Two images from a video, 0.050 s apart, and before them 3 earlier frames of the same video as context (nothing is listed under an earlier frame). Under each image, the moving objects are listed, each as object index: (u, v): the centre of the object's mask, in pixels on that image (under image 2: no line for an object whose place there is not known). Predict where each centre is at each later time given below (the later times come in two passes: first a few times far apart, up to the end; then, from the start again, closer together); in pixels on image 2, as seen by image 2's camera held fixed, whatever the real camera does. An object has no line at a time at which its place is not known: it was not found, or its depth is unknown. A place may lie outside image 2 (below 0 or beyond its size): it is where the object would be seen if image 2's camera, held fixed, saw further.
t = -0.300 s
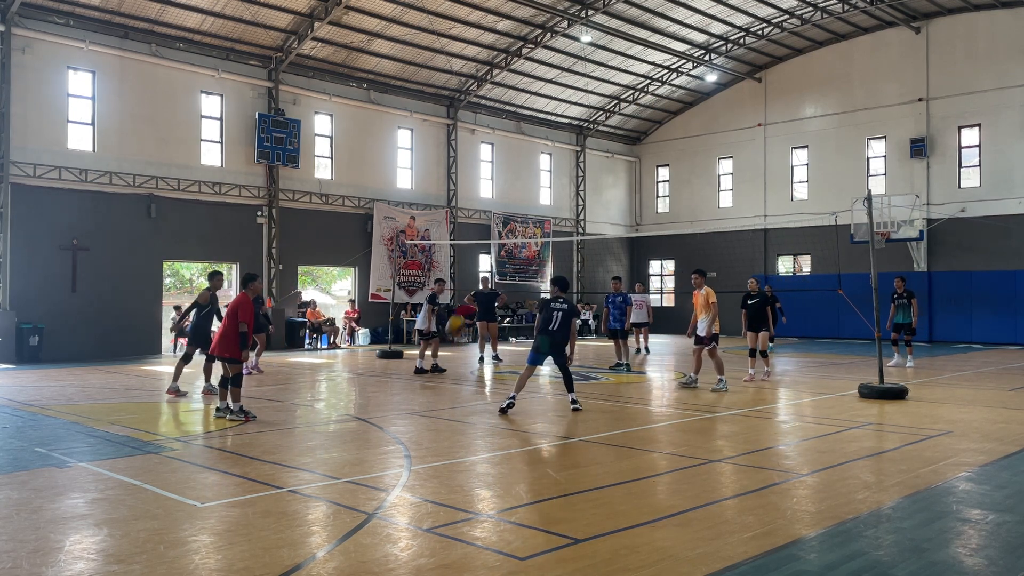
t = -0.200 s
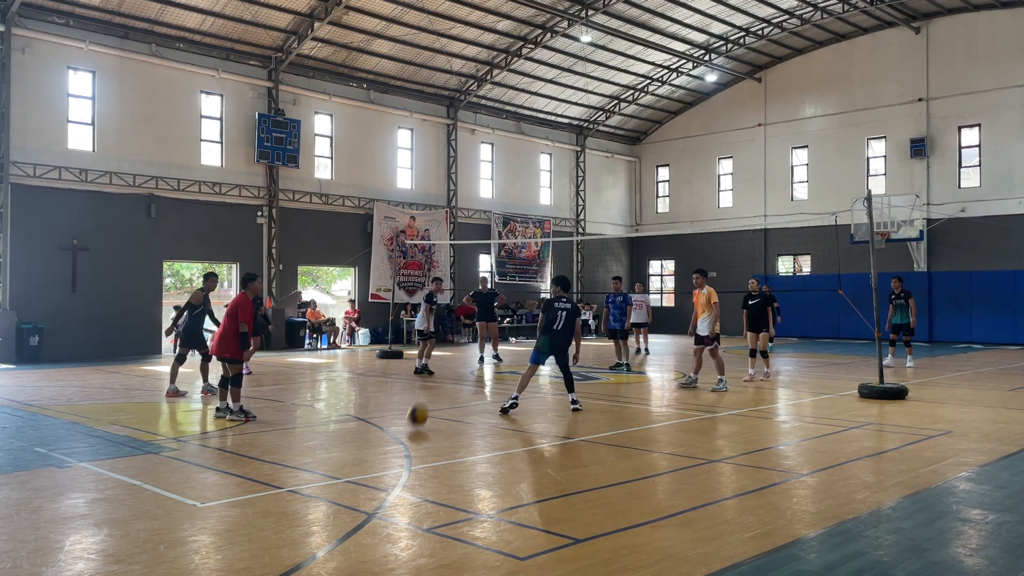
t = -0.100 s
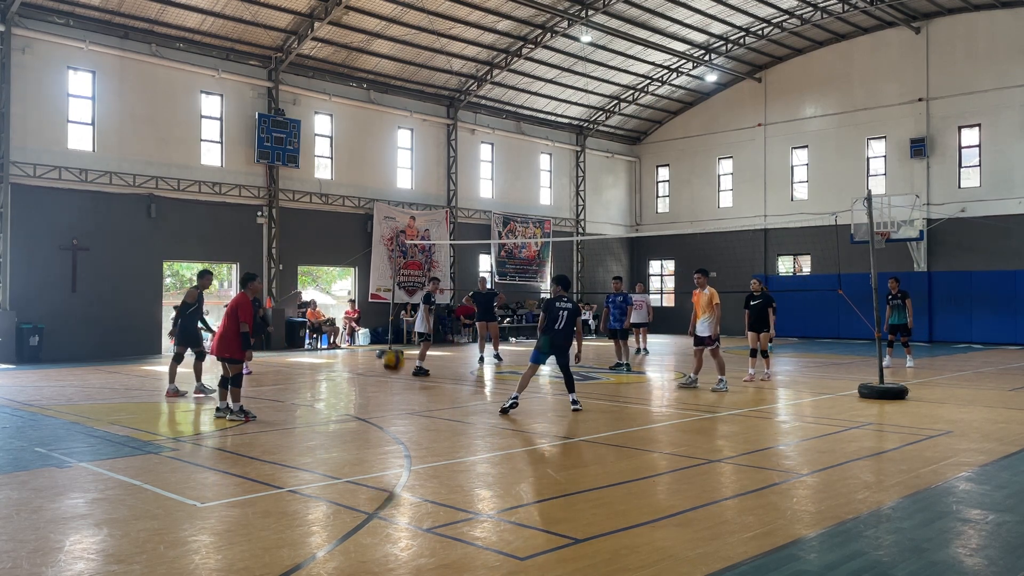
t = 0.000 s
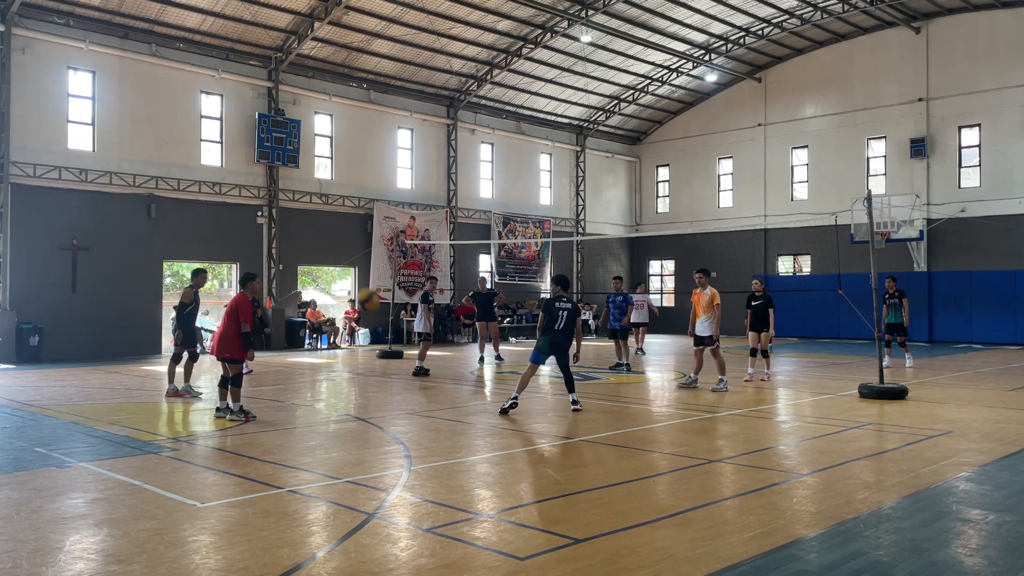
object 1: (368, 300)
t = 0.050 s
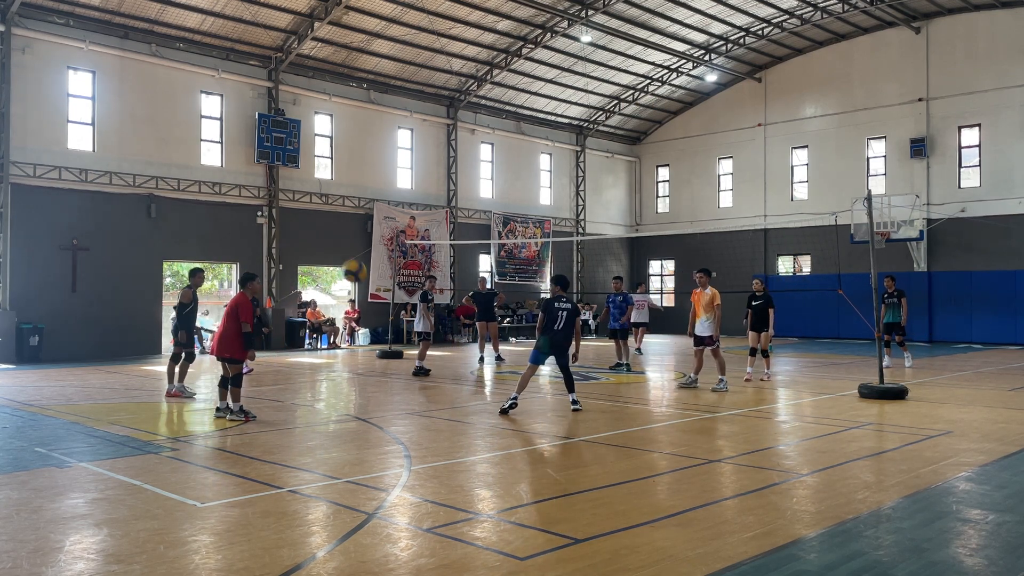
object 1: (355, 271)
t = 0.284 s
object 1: (281, 165)
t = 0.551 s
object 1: (178, 107)
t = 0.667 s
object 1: (123, 111)
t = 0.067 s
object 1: (350, 262)
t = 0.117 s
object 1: (335, 237)
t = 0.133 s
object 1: (330, 228)
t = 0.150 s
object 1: (325, 221)
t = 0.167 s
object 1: (320, 213)
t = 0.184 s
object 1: (314, 207)
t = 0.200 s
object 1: (310, 198)
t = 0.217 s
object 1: (305, 191)
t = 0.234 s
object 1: (299, 183)
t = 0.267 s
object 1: (287, 171)
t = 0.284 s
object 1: (281, 165)
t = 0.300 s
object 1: (276, 159)
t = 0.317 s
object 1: (270, 154)
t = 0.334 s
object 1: (264, 149)
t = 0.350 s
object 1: (258, 144)
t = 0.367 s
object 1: (253, 138)
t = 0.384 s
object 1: (246, 134)
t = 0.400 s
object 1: (240, 129)
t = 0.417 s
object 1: (234, 126)
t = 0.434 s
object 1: (227, 122)
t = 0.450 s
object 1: (221, 119)
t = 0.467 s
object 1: (214, 117)
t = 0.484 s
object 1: (206, 114)
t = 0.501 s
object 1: (199, 112)
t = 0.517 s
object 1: (192, 110)
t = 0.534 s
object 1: (185, 108)
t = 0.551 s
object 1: (178, 107)
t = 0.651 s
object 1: (132, 109)
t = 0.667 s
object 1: (123, 111)
